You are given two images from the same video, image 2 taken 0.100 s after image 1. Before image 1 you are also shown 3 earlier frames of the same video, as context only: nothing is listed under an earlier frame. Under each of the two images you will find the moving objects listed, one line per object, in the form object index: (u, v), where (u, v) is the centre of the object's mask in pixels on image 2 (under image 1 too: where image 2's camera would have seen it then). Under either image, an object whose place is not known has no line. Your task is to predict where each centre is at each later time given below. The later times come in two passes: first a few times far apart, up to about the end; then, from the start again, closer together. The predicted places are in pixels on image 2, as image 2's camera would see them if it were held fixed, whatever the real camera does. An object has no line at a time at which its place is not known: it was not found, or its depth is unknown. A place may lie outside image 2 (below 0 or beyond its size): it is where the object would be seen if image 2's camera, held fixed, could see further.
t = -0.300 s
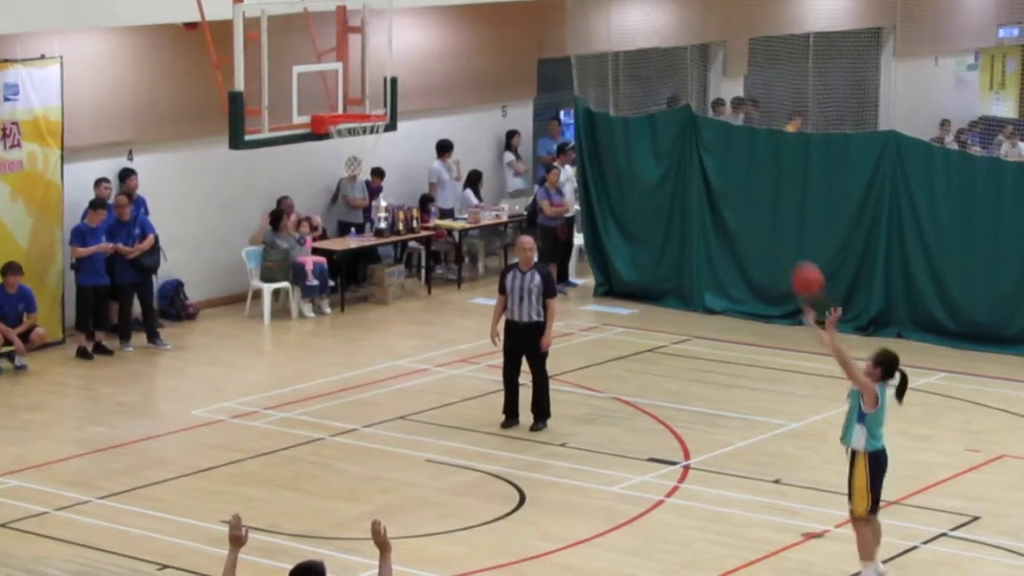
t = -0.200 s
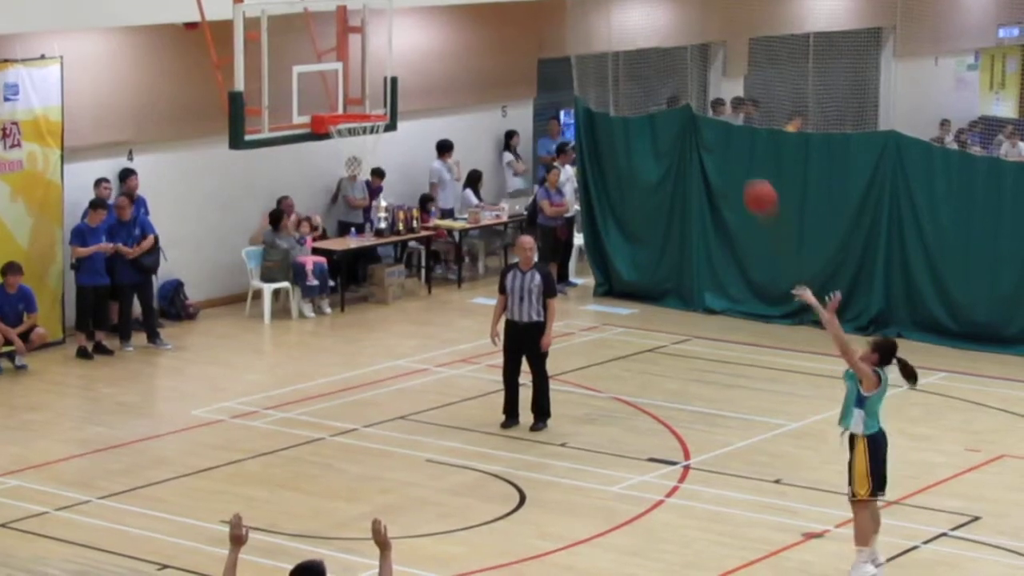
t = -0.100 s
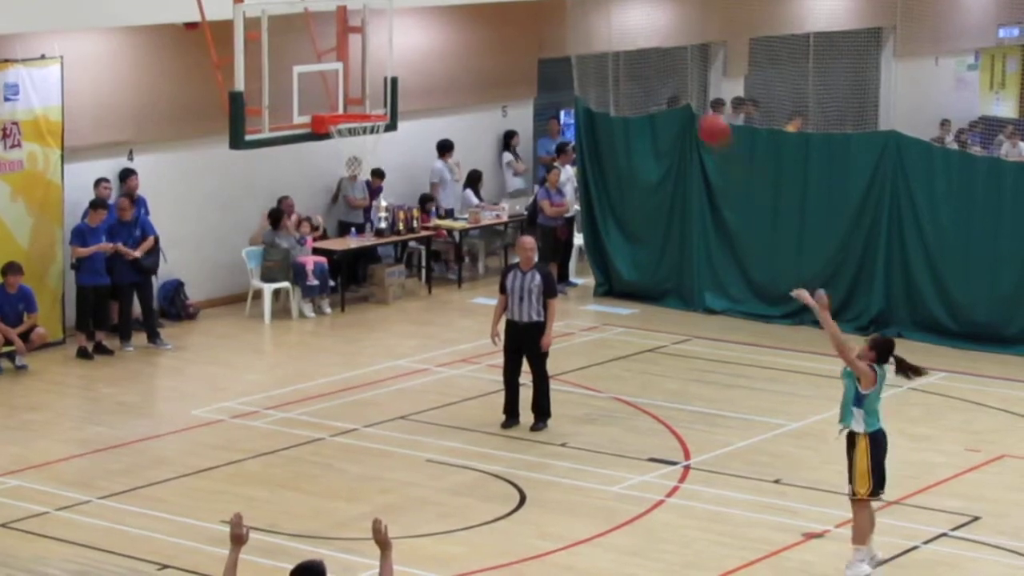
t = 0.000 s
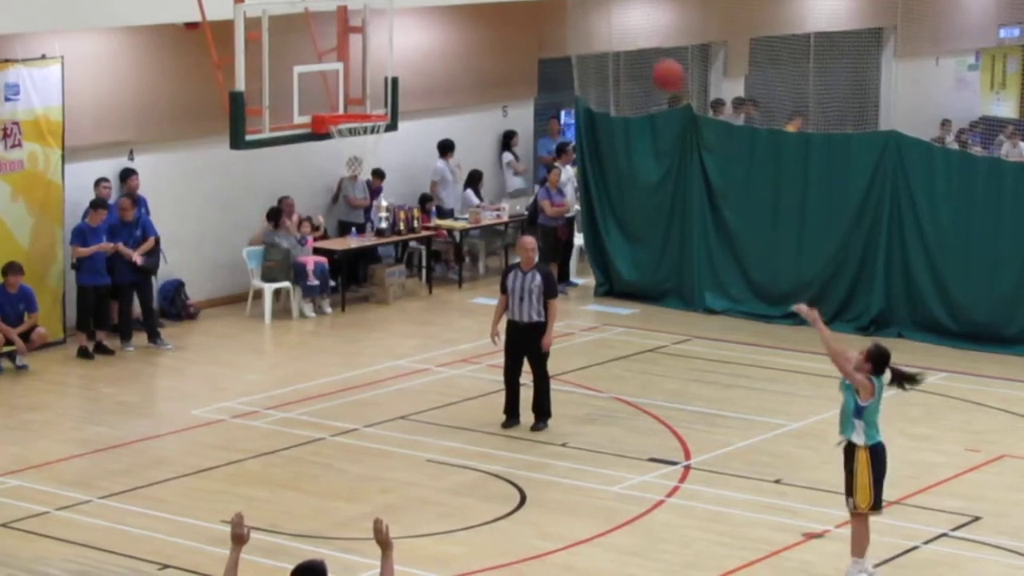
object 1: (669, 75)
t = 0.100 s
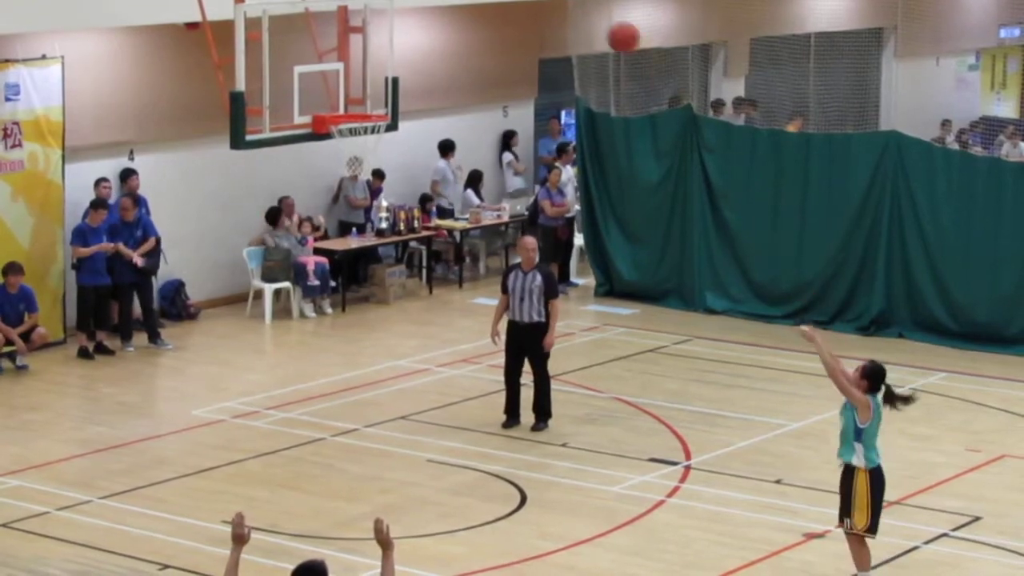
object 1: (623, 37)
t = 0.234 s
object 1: (565, 11)
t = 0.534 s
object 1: (440, 27)
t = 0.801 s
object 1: (342, 136)
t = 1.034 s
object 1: (325, 218)
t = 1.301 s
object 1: (305, 388)
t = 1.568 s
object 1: (311, 390)
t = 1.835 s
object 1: (339, 297)
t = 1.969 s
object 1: (352, 282)
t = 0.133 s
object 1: (609, 28)
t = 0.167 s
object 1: (594, 19)
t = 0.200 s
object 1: (580, 13)
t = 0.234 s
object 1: (565, 11)
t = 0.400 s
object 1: (496, 8)
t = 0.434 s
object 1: (482, 10)
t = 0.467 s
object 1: (468, 13)
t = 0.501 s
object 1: (454, 18)
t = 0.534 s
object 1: (440, 27)
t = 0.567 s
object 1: (427, 35)
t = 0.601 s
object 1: (414, 46)
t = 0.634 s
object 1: (402, 58)
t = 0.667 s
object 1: (389, 70)
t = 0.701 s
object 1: (377, 85)
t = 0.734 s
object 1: (365, 101)
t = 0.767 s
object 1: (354, 110)
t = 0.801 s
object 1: (342, 136)
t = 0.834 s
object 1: (337, 144)
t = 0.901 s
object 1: (332, 165)
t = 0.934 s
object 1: (329, 176)
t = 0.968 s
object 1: (328, 189)
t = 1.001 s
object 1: (326, 204)
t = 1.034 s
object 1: (325, 218)
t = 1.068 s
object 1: (321, 236)
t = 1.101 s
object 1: (319, 254)
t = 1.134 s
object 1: (316, 273)
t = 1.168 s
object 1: (315, 293)
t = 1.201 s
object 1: (312, 315)
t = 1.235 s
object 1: (310, 338)
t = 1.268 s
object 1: (308, 363)
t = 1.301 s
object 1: (305, 388)
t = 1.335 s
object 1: (303, 414)
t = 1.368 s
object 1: (300, 443)
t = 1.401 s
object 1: (298, 471)
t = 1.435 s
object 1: (299, 468)
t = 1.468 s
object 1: (302, 447)
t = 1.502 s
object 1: (305, 426)
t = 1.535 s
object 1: (308, 408)
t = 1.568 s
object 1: (311, 390)
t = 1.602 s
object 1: (315, 374)
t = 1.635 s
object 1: (318, 359)
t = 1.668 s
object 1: (321, 346)
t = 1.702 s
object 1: (325, 333)
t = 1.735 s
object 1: (328, 323)
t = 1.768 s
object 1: (332, 313)
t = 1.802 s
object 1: (335, 304)
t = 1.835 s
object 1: (339, 297)
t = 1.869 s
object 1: (342, 291)
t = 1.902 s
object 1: (346, 288)
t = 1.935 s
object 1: (350, 284)
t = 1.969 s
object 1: (352, 282)
